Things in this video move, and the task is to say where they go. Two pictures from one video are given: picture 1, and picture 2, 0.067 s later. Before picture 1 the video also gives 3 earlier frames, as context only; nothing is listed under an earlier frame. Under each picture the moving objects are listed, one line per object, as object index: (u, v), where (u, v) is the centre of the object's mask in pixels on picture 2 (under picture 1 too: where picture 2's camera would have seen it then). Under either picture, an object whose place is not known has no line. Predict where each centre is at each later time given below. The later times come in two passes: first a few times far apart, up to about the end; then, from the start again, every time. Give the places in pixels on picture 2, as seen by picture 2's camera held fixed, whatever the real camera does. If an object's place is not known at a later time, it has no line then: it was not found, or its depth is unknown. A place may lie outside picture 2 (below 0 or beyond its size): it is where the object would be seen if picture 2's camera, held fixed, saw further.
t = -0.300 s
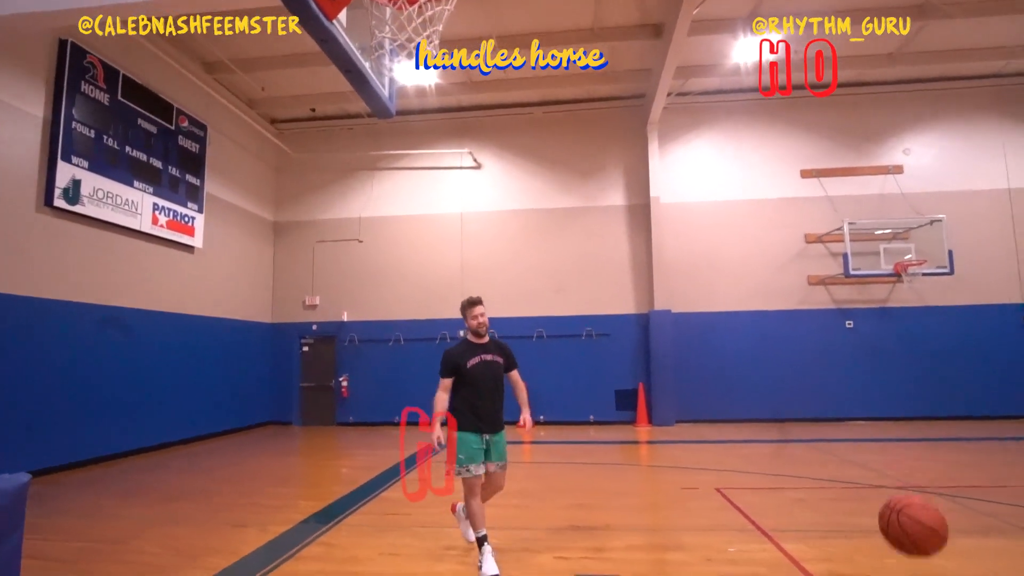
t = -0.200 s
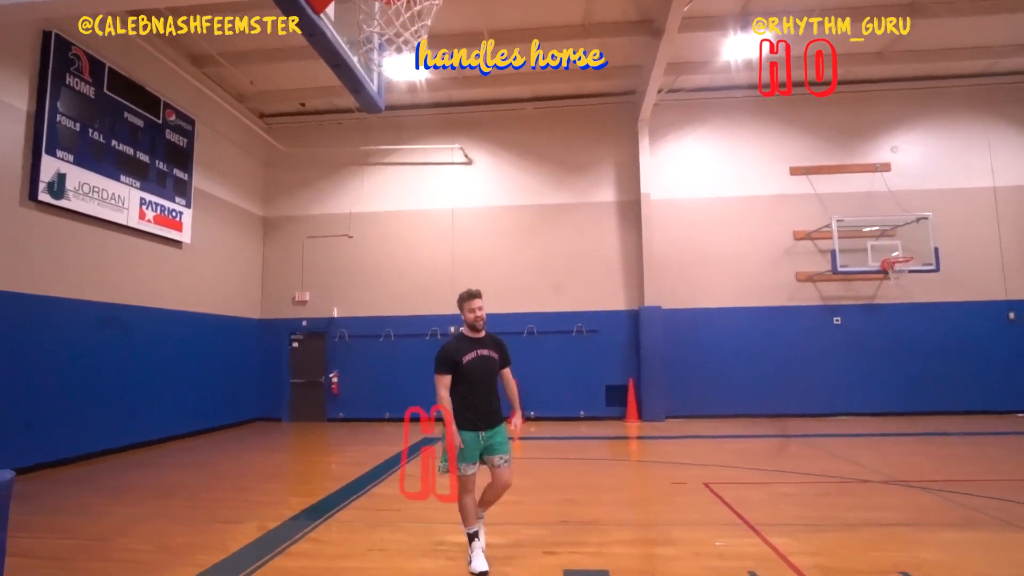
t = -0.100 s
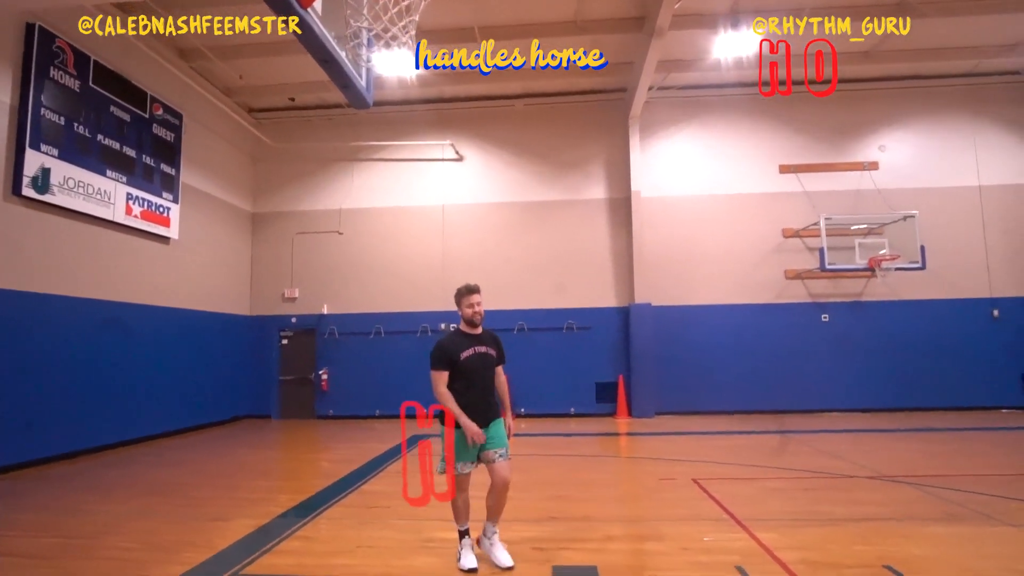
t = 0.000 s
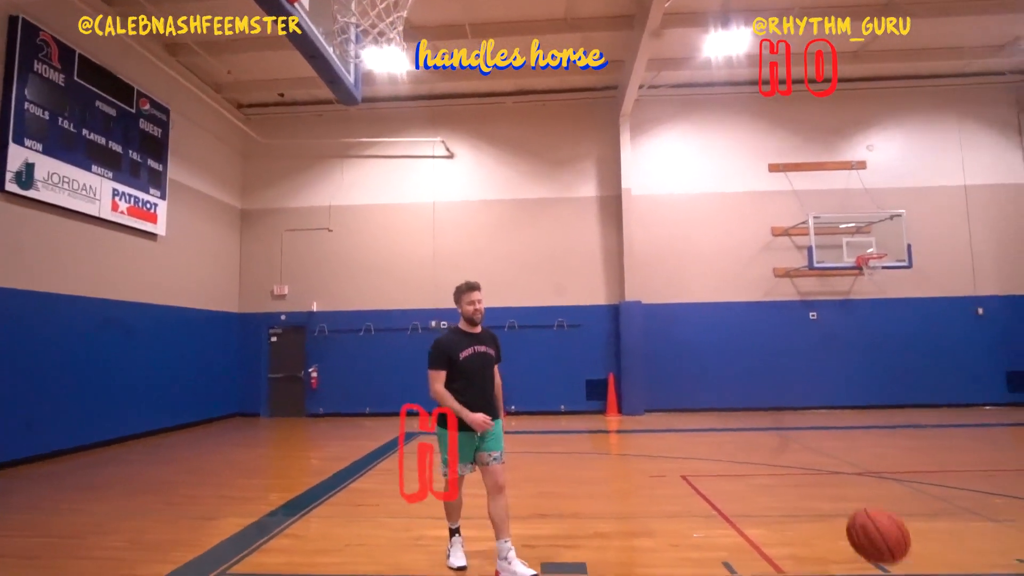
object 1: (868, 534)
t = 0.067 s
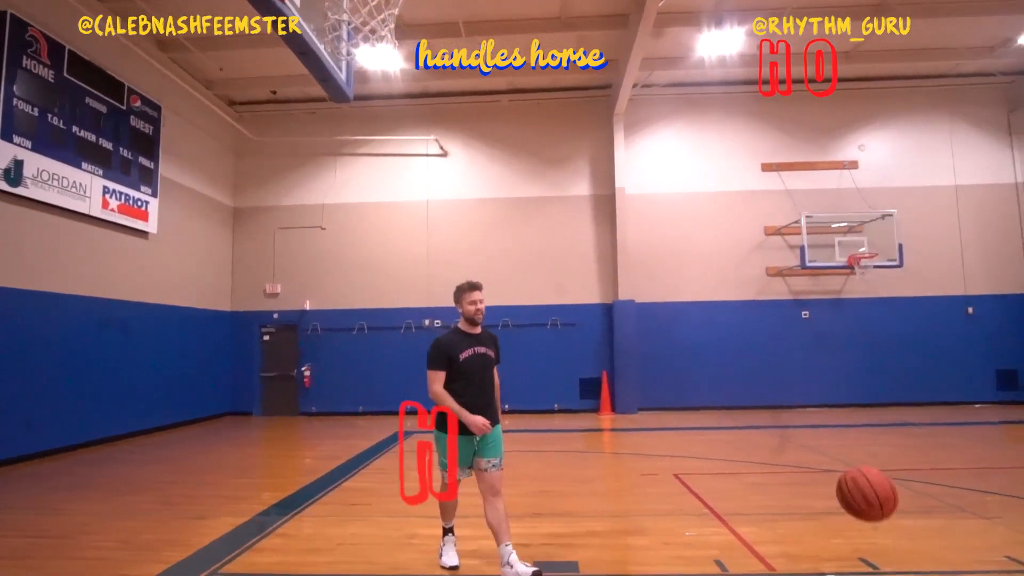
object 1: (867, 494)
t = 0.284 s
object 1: (865, 437)
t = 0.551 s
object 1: (874, 502)
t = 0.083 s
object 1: (867, 486)
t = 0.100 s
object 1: (866, 479)
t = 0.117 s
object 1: (866, 472)
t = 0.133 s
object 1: (866, 465)
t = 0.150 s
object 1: (866, 460)
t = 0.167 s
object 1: (865, 455)
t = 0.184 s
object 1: (865, 450)
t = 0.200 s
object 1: (865, 447)
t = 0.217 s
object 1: (865, 444)
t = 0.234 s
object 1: (865, 441)
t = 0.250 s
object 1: (865, 439)
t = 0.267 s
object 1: (865, 437)
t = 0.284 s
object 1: (865, 437)
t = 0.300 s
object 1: (865, 436)
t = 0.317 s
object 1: (866, 437)
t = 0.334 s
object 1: (866, 438)
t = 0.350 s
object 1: (866, 439)
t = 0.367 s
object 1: (866, 441)
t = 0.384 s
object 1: (867, 444)
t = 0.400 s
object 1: (867, 447)
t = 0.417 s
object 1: (868, 451)
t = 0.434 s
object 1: (868, 456)
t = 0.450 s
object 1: (869, 460)
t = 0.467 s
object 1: (869, 467)
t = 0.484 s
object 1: (871, 473)
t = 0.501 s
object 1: (871, 480)
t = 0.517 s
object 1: (872, 487)
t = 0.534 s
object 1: (873, 494)
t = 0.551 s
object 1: (874, 502)
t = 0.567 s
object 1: (875, 512)
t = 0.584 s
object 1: (876, 521)
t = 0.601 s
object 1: (876, 531)
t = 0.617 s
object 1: (877, 542)
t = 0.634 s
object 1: (879, 553)
